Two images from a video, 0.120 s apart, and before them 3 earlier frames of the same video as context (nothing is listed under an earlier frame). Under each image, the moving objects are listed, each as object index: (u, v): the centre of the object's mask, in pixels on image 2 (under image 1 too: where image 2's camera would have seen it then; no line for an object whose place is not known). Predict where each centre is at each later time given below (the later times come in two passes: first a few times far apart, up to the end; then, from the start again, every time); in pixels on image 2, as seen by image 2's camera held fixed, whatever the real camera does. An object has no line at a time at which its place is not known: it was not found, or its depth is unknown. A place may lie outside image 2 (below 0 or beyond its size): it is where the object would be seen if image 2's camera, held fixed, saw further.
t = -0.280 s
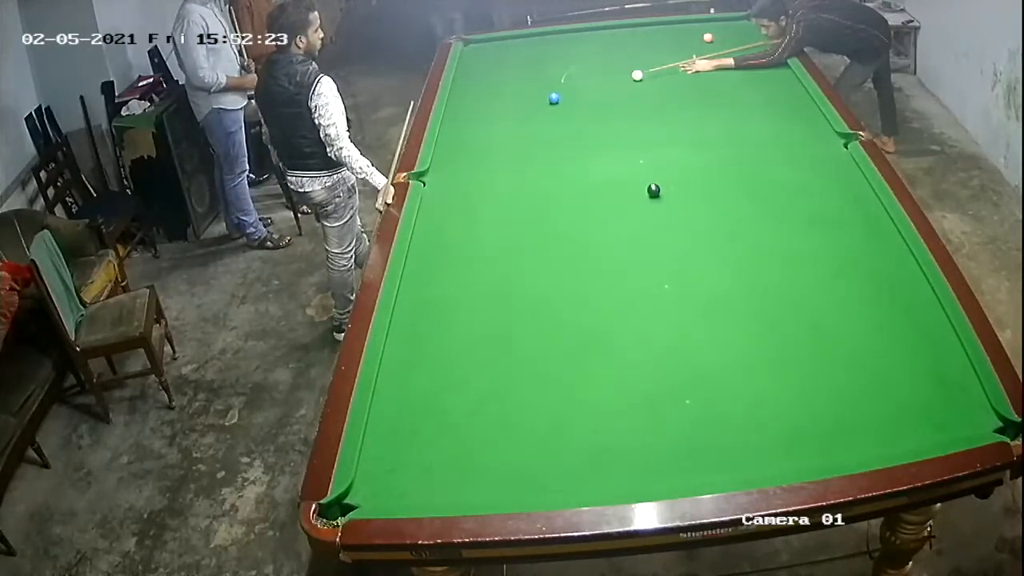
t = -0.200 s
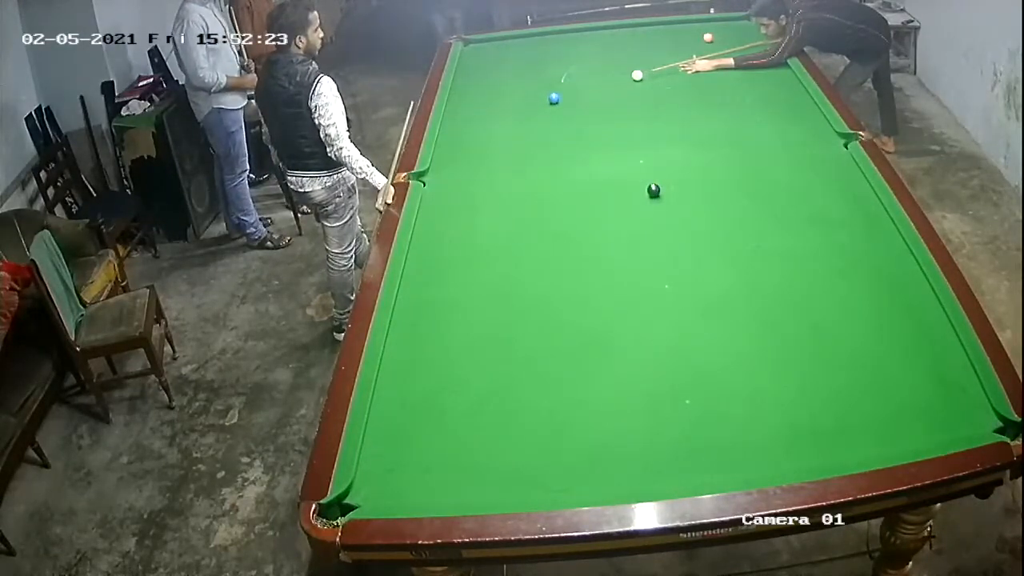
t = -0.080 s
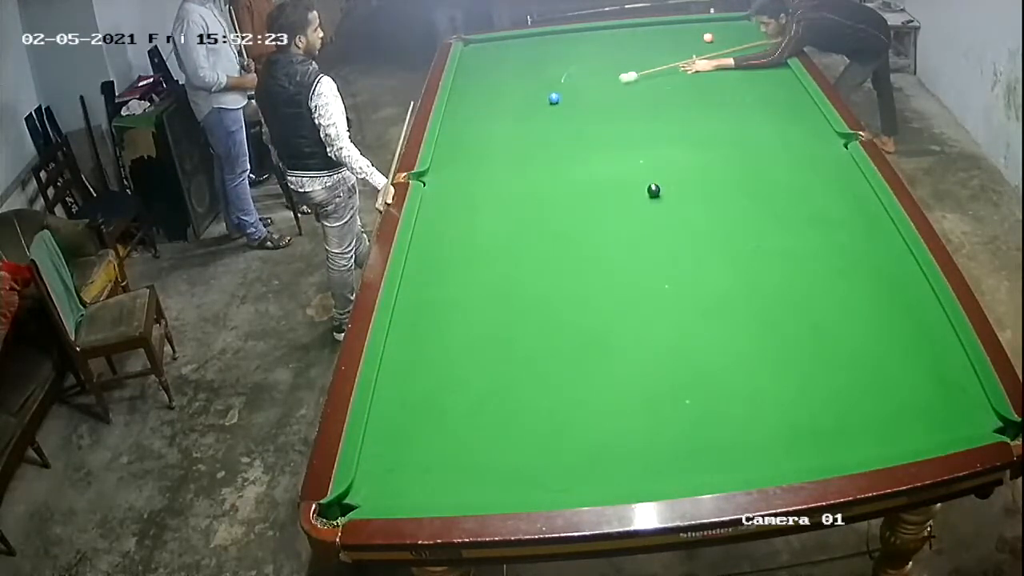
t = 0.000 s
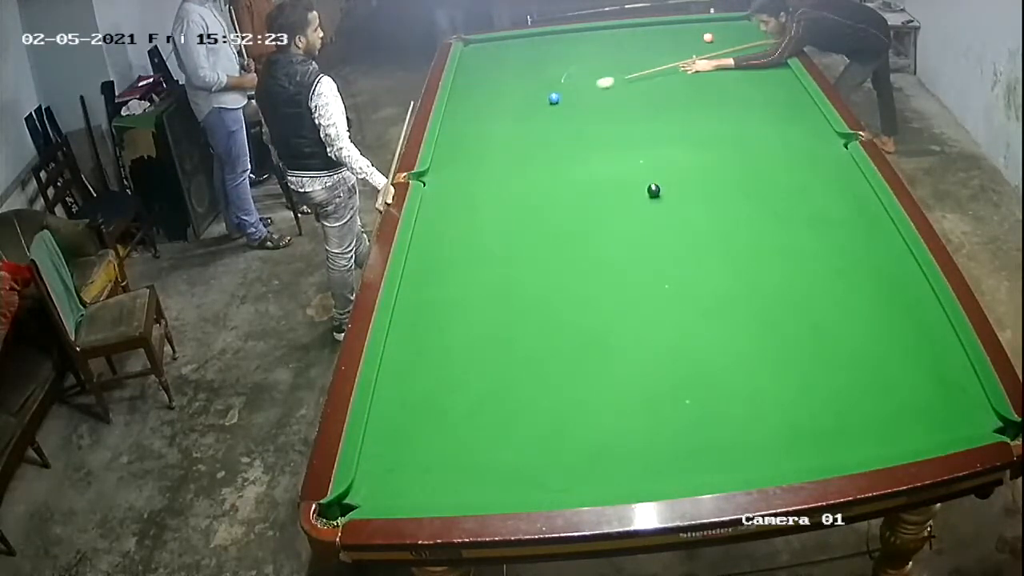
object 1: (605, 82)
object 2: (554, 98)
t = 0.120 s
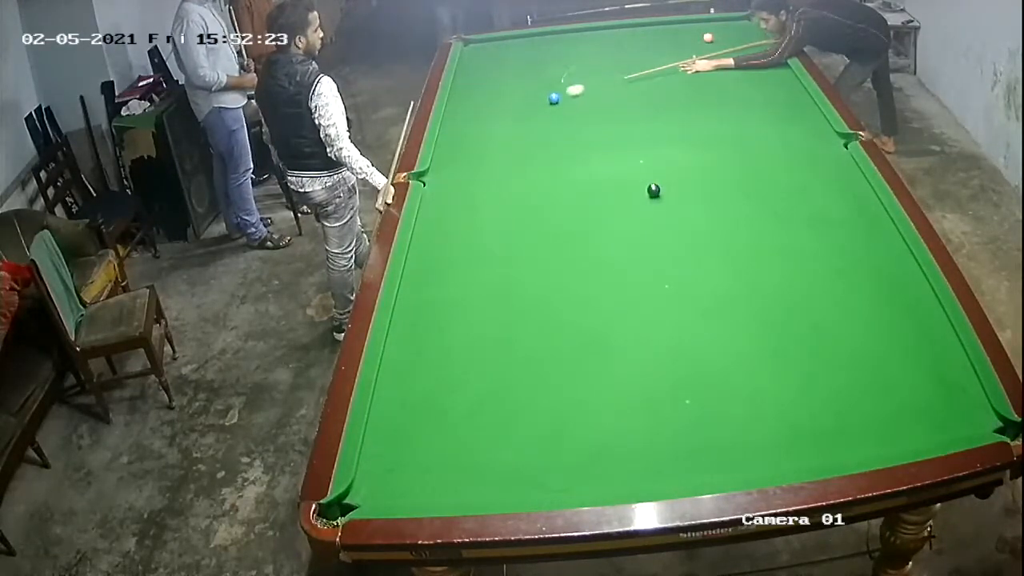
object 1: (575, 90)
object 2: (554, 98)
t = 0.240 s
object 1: (552, 93)
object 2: (546, 103)
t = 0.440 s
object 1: (523, 94)
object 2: (528, 114)
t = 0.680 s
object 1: (490, 95)
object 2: (505, 128)
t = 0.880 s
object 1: (464, 96)
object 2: (486, 141)
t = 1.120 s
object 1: (466, 94)
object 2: (463, 155)
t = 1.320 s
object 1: (482, 90)
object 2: (443, 168)
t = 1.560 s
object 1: (502, 87)
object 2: (422, 180)
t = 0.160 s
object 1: (565, 92)
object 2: (553, 99)
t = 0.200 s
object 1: (558, 93)
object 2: (551, 101)
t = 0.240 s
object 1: (552, 93)
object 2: (546, 103)
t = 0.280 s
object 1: (546, 93)
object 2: (543, 105)
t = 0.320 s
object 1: (541, 93)
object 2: (539, 106)
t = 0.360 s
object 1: (535, 94)
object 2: (535, 109)
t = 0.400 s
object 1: (529, 94)
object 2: (531, 112)
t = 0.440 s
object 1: (523, 94)
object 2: (528, 114)
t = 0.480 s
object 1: (518, 94)
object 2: (524, 116)
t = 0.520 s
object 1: (512, 94)
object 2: (520, 119)
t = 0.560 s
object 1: (506, 94)
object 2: (517, 121)
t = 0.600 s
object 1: (501, 95)
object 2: (513, 124)
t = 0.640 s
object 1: (495, 95)
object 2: (508, 126)
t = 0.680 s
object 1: (490, 95)
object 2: (505, 128)
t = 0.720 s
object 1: (485, 95)
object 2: (501, 131)
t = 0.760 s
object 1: (480, 95)
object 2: (497, 133)
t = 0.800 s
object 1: (475, 95)
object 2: (494, 135)
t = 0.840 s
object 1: (469, 96)
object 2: (489, 138)
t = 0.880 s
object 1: (464, 96)
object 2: (486, 141)
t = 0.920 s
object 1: (459, 96)
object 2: (482, 143)
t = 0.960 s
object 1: (454, 96)
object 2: (478, 145)
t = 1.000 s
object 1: (454, 96)
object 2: (474, 148)
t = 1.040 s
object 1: (458, 95)
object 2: (470, 150)
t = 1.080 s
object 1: (462, 95)
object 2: (466, 152)
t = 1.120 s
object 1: (466, 94)
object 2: (463, 155)
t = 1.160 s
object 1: (469, 93)
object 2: (459, 158)
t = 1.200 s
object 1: (473, 92)
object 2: (455, 160)
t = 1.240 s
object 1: (476, 92)
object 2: (451, 162)
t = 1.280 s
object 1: (479, 91)
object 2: (447, 165)
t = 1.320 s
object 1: (482, 90)
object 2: (443, 168)
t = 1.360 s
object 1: (486, 90)
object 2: (439, 170)
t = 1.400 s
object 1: (489, 89)
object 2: (436, 172)
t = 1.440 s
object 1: (492, 88)
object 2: (432, 175)
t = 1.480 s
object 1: (496, 88)
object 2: (428, 177)
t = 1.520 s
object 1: (499, 87)
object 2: (425, 179)
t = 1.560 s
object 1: (502, 87)
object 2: (422, 180)
